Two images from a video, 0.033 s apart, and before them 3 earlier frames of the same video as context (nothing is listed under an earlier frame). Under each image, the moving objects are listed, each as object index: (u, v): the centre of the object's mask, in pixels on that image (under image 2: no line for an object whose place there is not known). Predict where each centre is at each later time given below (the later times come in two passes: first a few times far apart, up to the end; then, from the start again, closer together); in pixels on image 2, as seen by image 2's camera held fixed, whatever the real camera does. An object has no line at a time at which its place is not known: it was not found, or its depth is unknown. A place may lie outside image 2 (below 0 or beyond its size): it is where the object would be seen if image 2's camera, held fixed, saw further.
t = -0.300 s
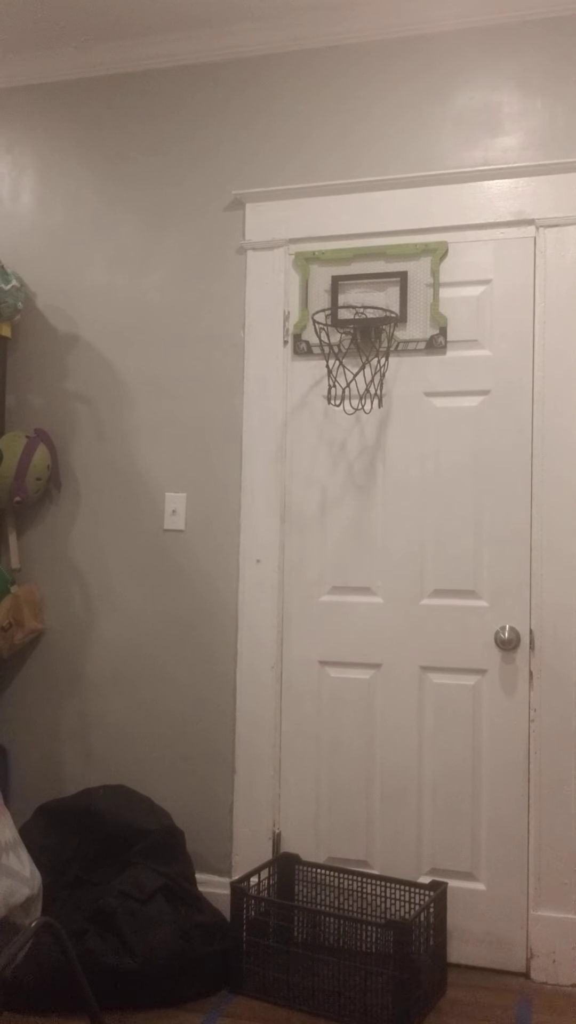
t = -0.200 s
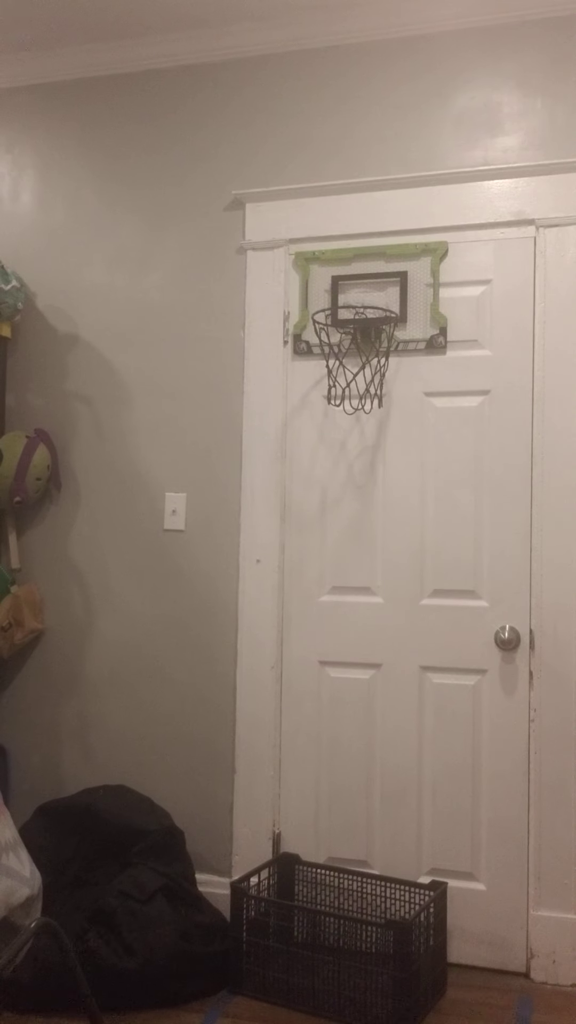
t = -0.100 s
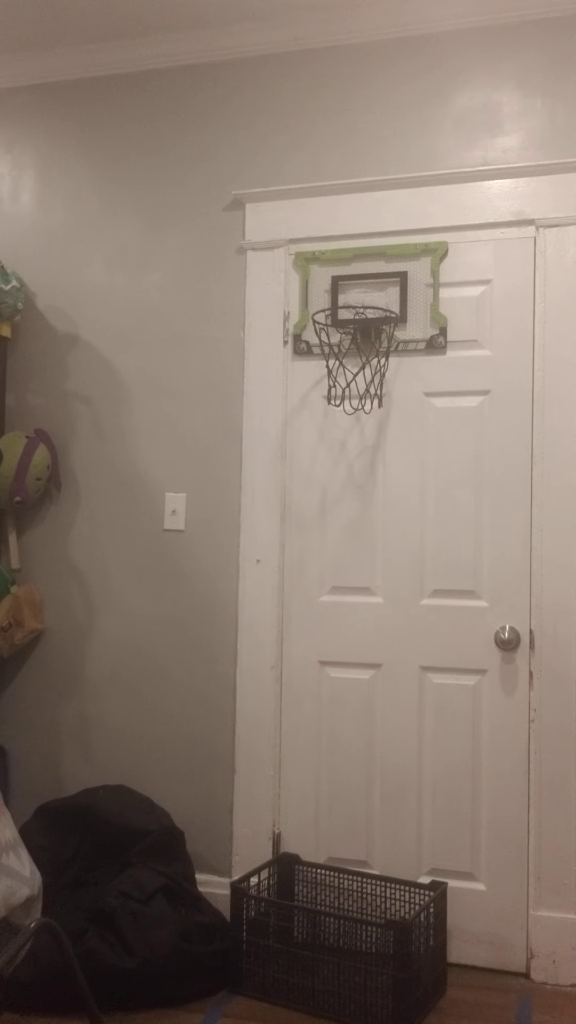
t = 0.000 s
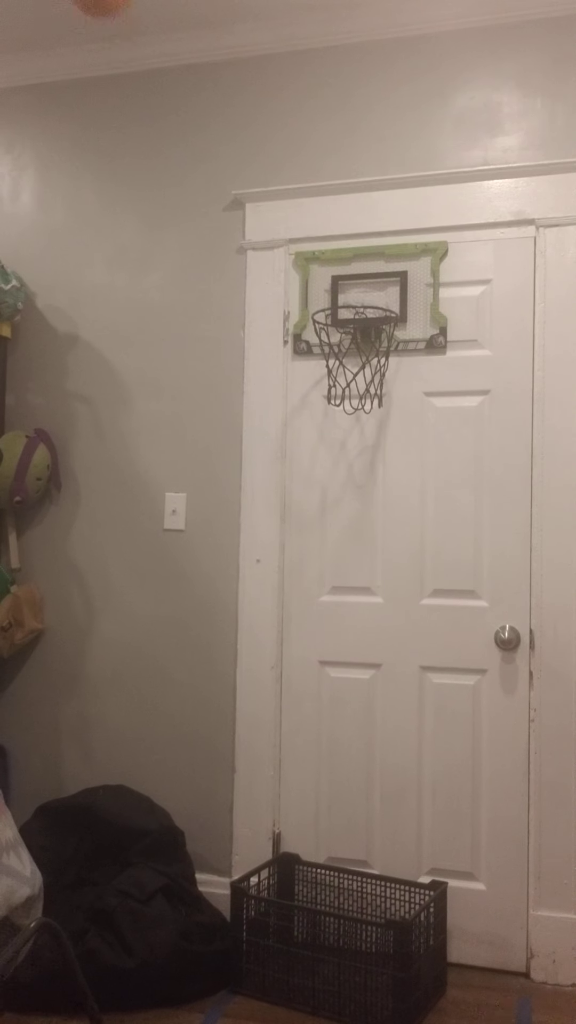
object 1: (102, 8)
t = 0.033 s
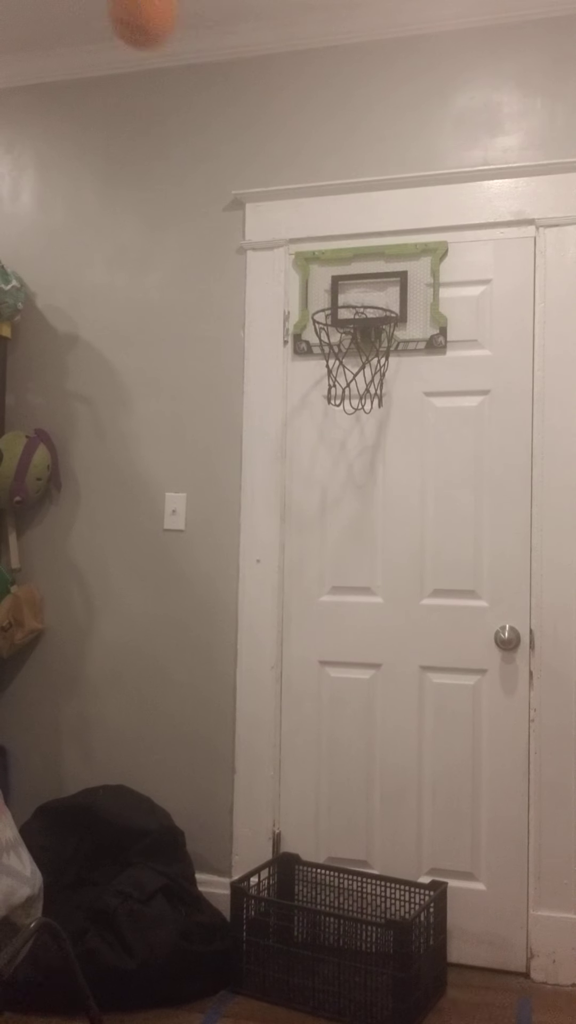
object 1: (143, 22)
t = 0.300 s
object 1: (368, 279)
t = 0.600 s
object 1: (312, 242)
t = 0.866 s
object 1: (219, 473)
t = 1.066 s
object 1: (121, 1001)
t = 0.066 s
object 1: (182, 45)
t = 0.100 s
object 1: (222, 82)
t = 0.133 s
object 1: (257, 120)
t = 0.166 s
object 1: (292, 161)
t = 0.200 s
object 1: (325, 204)
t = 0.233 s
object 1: (347, 237)
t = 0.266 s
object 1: (357, 256)
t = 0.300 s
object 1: (368, 279)
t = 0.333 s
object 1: (370, 296)
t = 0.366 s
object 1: (367, 305)
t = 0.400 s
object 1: (360, 295)
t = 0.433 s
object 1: (353, 279)
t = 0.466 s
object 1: (345, 263)
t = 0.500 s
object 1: (337, 252)
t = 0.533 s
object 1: (329, 243)
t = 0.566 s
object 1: (320, 240)
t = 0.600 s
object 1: (312, 242)
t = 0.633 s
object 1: (302, 249)
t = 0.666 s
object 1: (292, 262)
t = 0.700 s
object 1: (282, 280)
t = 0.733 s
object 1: (271, 304)
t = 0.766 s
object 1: (259, 335)
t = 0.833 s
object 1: (233, 419)
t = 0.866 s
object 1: (219, 473)
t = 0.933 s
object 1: (187, 613)
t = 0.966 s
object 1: (170, 701)
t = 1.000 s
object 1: (151, 804)
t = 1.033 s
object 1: (132, 922)
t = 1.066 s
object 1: (121, 1001)
